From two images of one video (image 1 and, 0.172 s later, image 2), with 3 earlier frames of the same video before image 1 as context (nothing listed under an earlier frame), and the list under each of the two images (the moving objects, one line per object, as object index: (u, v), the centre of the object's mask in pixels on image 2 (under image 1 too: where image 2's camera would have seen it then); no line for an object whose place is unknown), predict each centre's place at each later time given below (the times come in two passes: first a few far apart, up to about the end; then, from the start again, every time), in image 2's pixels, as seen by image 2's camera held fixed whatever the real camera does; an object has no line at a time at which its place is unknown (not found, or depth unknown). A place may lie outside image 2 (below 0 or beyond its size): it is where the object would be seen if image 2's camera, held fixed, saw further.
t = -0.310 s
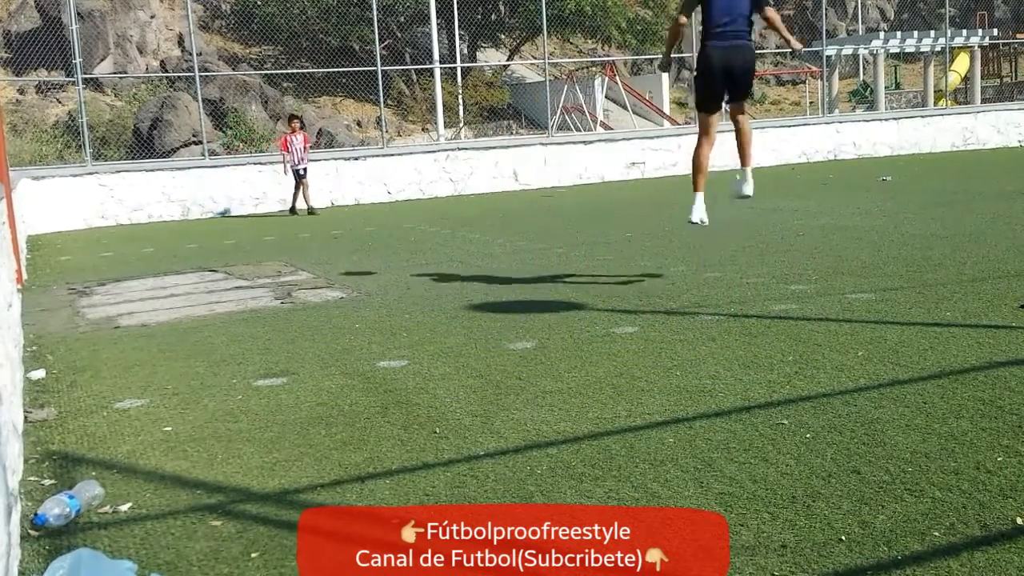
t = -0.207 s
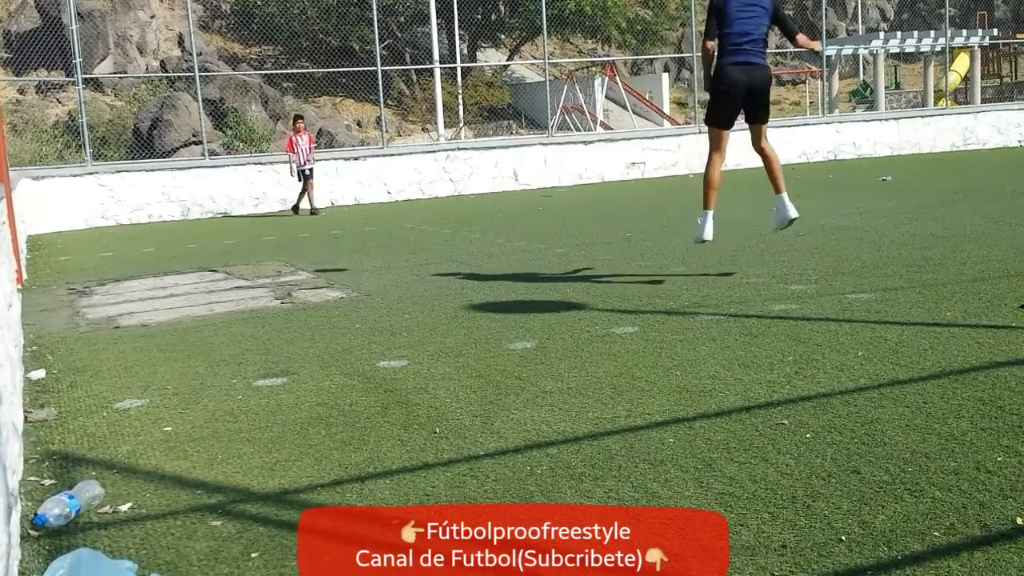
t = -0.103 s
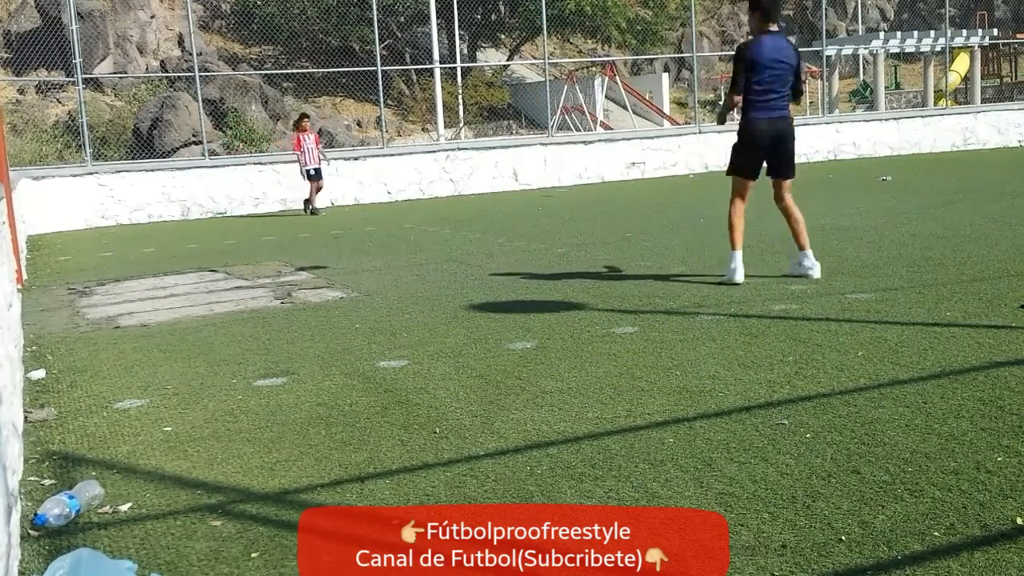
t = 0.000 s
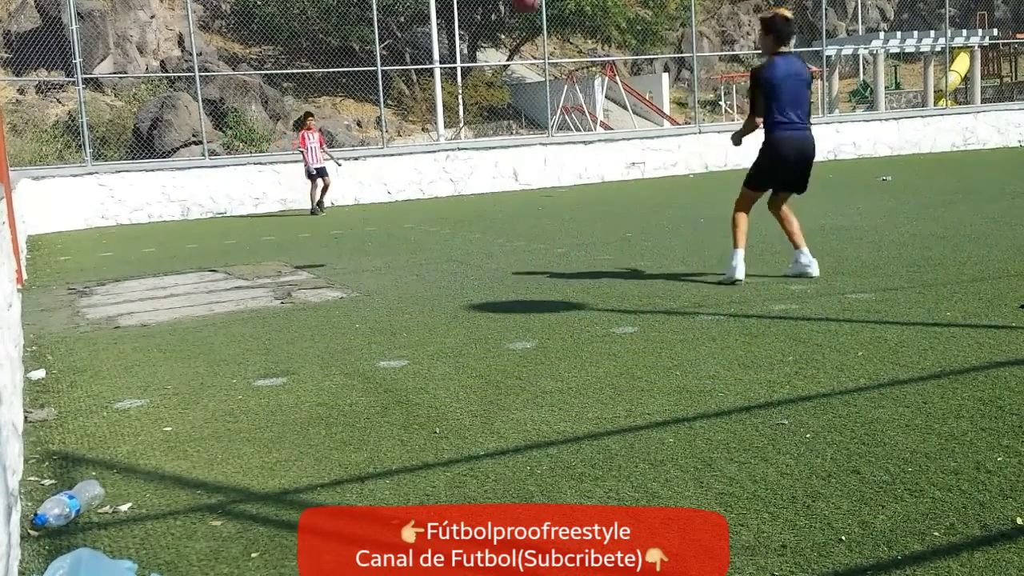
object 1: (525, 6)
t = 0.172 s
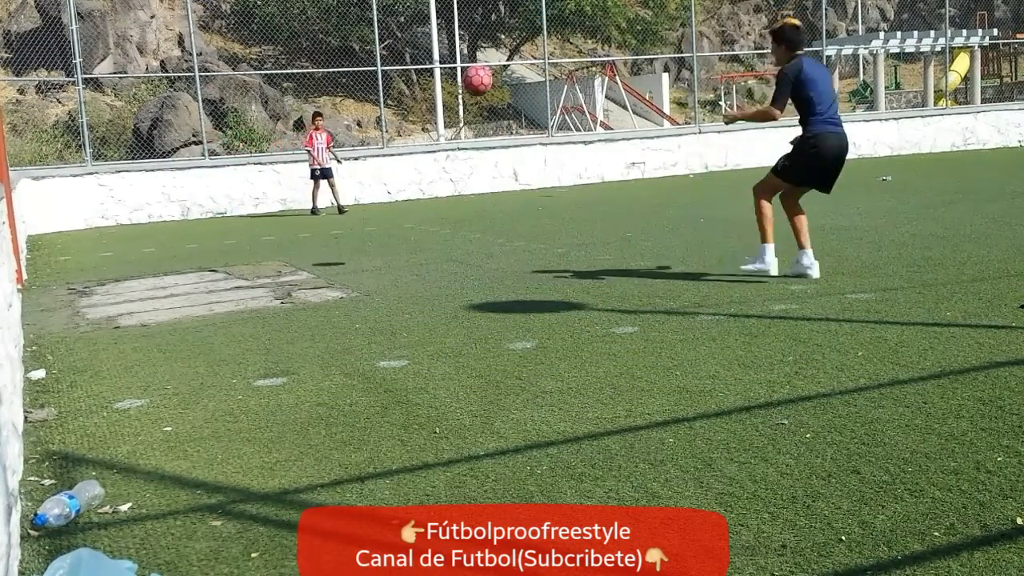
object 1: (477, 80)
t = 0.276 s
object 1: (453, 143)
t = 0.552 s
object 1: (403, 191)
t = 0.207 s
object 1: (469, 100)
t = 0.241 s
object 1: (461, 121)
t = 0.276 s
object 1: (453, 143)
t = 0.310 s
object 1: (445, 166)
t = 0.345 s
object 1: (438, 189)
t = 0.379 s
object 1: (432, 212)
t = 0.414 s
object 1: (425, 238)
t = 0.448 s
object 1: (420, 248)
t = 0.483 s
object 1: (414, 228)
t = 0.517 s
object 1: (409, 208)
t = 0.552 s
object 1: (403, 191)
